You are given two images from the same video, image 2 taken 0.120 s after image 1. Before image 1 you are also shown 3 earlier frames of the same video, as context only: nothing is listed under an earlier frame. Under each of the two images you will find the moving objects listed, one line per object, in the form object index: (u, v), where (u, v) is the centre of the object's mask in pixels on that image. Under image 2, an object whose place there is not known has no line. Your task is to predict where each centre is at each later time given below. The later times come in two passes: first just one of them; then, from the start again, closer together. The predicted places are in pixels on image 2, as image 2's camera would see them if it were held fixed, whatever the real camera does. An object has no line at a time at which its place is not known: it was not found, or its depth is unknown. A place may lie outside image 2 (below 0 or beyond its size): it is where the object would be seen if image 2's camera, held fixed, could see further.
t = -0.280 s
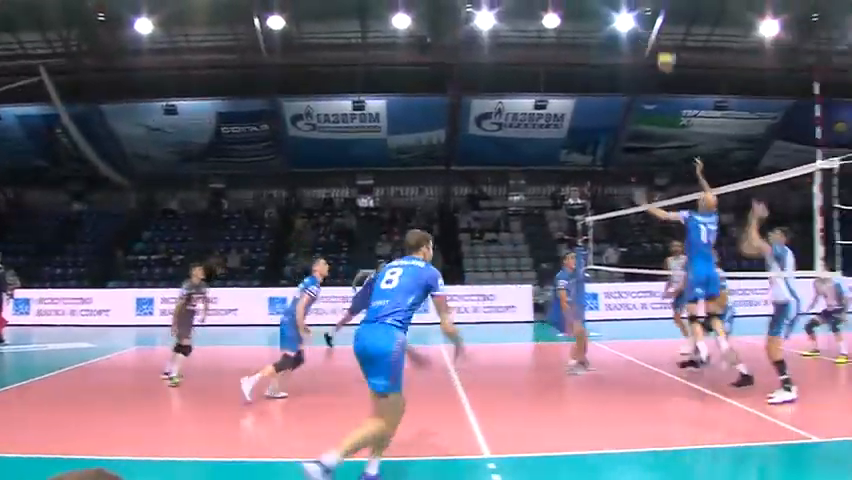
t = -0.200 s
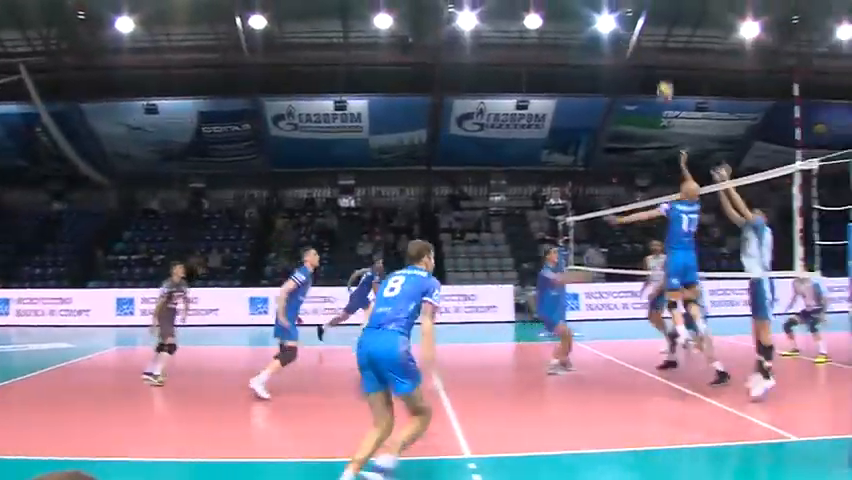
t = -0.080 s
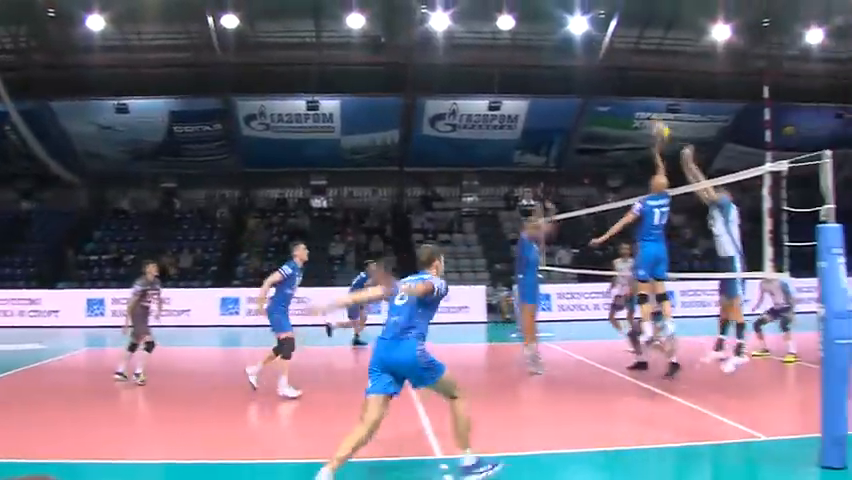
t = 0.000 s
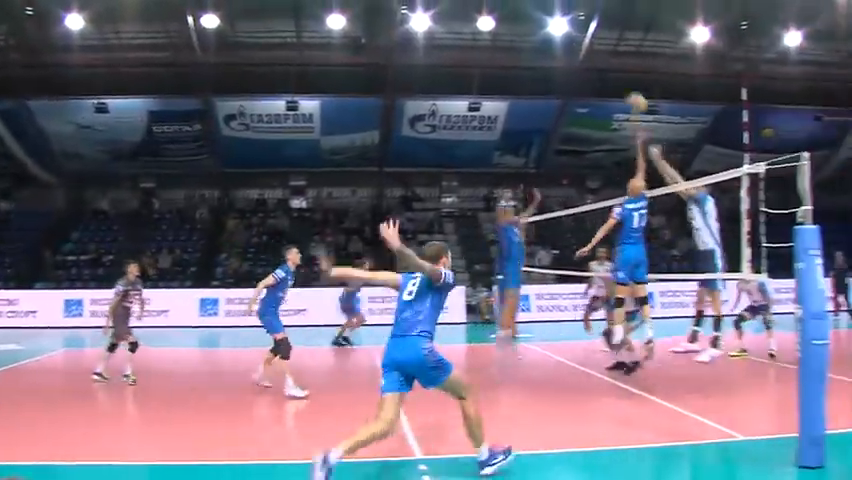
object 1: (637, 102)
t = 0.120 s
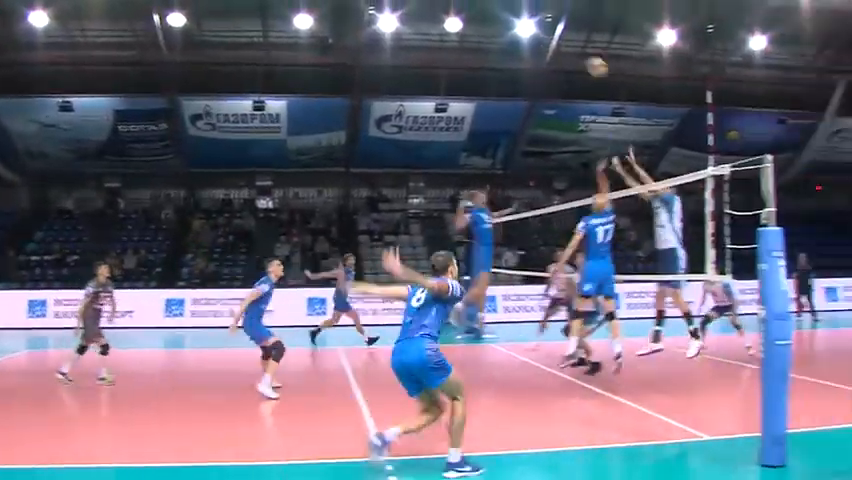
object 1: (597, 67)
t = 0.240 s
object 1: (586, 38)
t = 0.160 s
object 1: (593, 56)
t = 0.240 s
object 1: (586, 38)
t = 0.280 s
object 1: (584, 32)
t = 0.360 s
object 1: (580, 23)
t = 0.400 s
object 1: (580, 21)
